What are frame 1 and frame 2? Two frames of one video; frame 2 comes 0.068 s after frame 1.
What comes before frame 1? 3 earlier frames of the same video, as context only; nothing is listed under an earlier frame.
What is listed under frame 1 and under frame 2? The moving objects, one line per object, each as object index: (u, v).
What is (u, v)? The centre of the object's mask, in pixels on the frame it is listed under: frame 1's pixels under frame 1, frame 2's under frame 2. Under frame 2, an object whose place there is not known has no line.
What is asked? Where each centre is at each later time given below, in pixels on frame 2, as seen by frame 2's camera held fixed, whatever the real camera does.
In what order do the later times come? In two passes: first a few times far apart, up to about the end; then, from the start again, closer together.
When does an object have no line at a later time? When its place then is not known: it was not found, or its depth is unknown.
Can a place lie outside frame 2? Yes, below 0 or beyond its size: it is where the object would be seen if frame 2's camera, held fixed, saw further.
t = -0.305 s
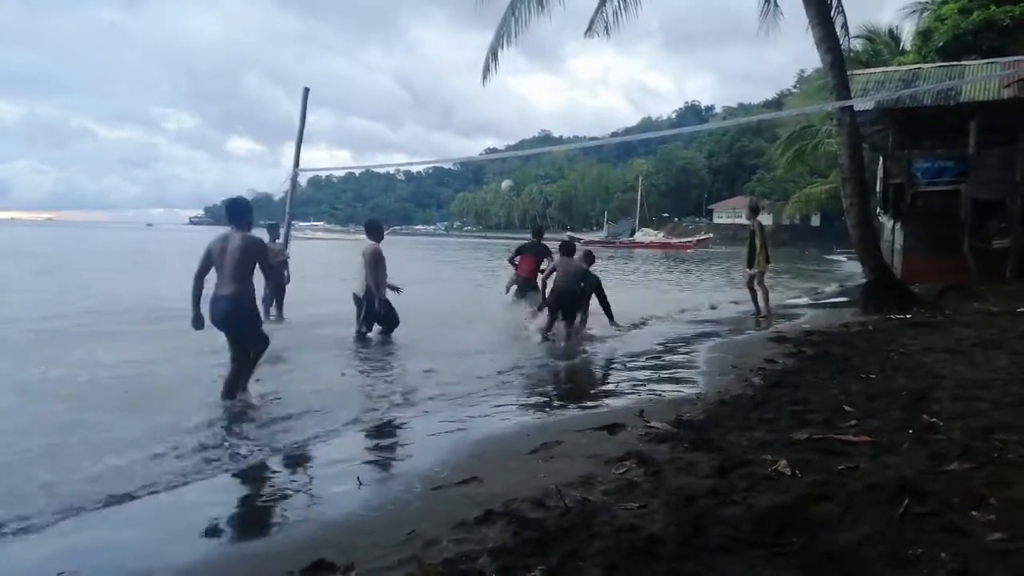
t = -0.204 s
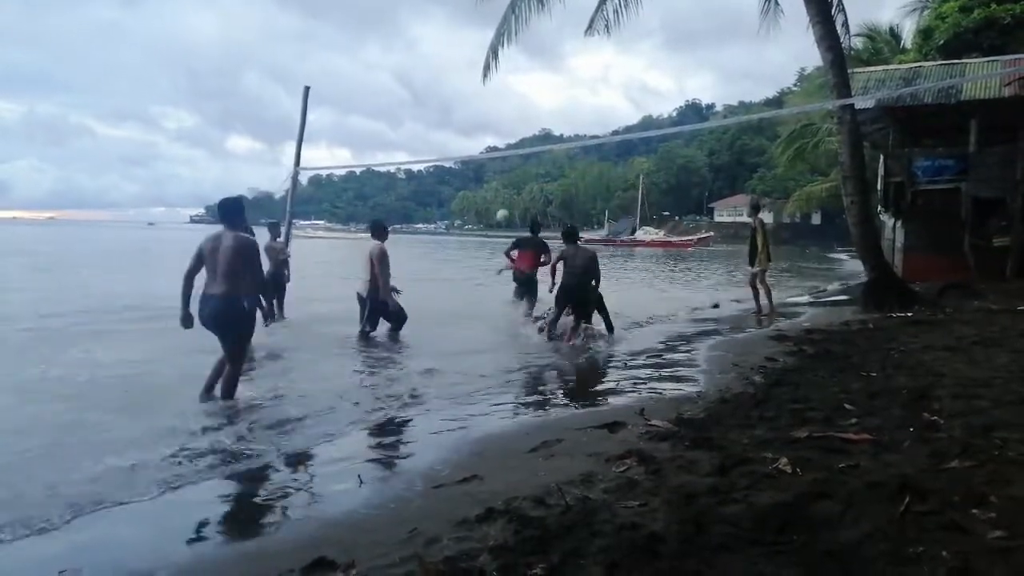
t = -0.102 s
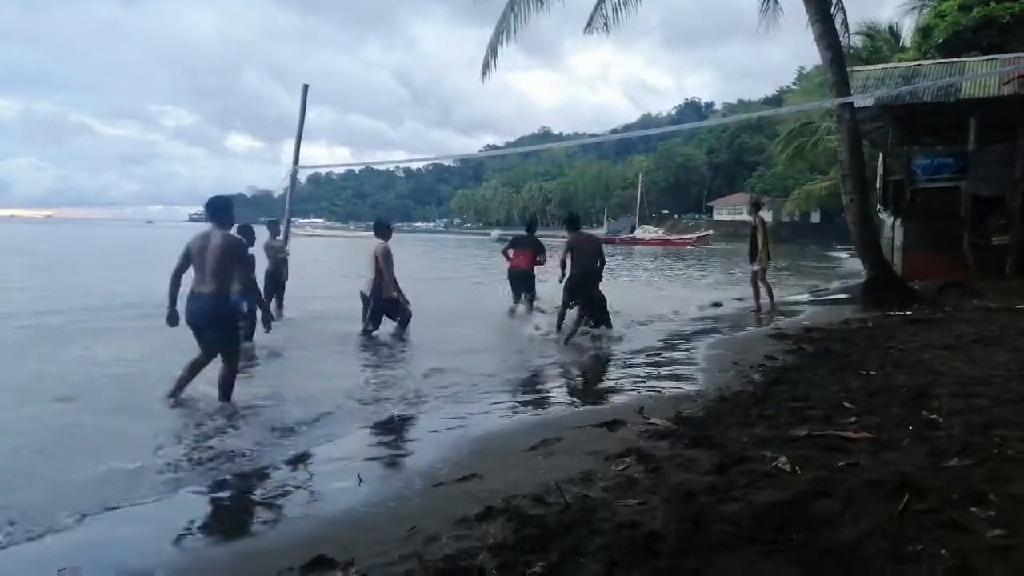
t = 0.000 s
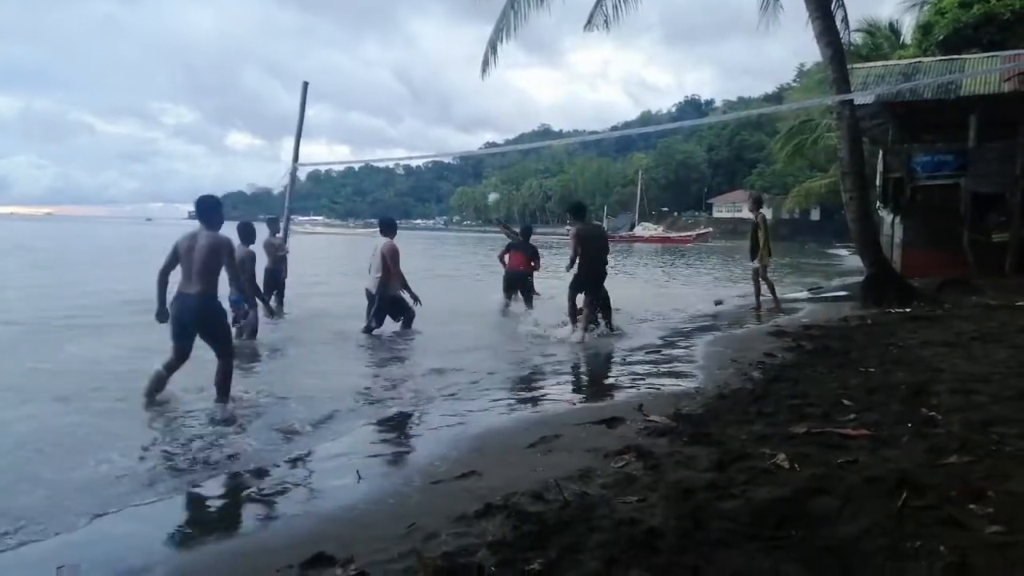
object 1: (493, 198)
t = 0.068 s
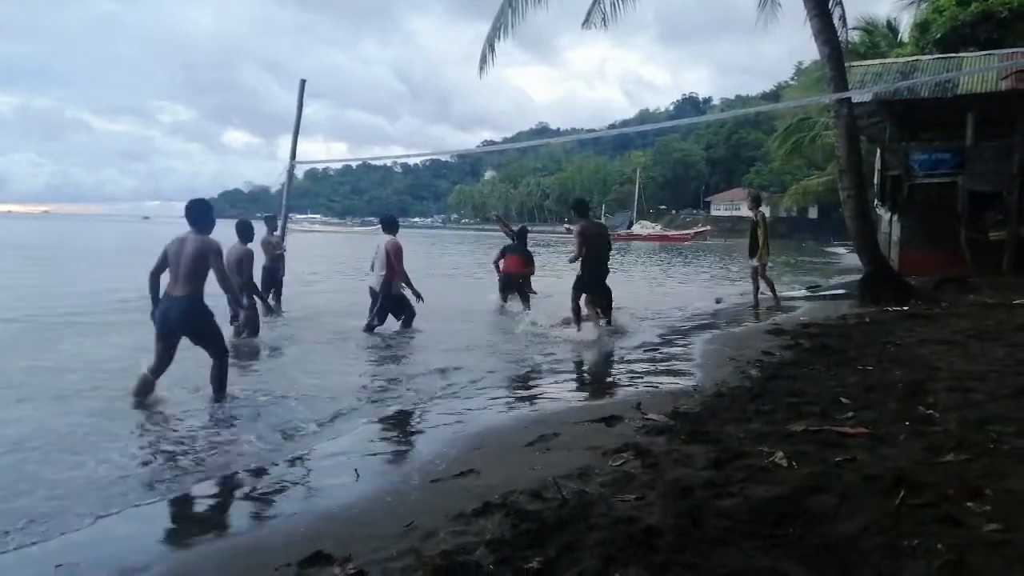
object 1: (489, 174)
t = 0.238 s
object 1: (484, 134)
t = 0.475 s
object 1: (471, 92)
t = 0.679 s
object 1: (454, 88)
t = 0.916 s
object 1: (422, 144)
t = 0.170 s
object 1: (486, 143)
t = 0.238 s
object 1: (484, 134)
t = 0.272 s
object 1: (484, 126)
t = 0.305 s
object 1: (482, 119)
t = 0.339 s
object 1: (480, 112)
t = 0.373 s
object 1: (478, 106)
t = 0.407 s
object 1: (476, 101)
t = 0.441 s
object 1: (474, 96)
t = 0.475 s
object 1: (471, 92)
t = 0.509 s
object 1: (469, 89)
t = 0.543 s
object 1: (467, 88)
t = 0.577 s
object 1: (464, 87)
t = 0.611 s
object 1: (461, 86)
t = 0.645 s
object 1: (457, 87)
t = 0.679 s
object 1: (454, 88)
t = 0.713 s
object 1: (450, 92)
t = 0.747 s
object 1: (446, 96)
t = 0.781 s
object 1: (442, 102)
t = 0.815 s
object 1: (438, 110)
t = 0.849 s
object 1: (433, 119)
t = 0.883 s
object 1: (428, 130)
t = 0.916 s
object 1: (422, 144)
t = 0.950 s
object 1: (417, 160)
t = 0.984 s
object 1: (407, 175)
